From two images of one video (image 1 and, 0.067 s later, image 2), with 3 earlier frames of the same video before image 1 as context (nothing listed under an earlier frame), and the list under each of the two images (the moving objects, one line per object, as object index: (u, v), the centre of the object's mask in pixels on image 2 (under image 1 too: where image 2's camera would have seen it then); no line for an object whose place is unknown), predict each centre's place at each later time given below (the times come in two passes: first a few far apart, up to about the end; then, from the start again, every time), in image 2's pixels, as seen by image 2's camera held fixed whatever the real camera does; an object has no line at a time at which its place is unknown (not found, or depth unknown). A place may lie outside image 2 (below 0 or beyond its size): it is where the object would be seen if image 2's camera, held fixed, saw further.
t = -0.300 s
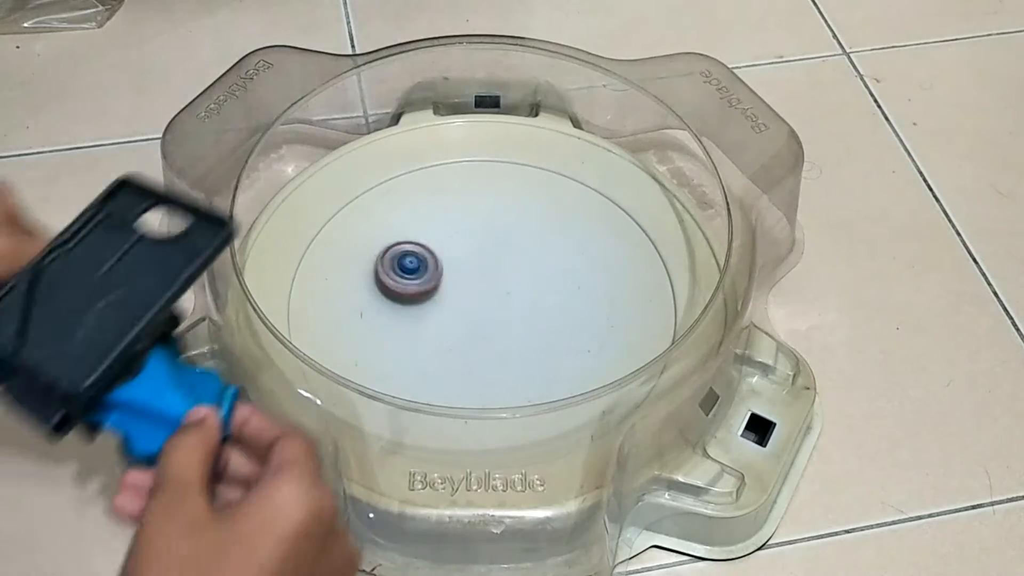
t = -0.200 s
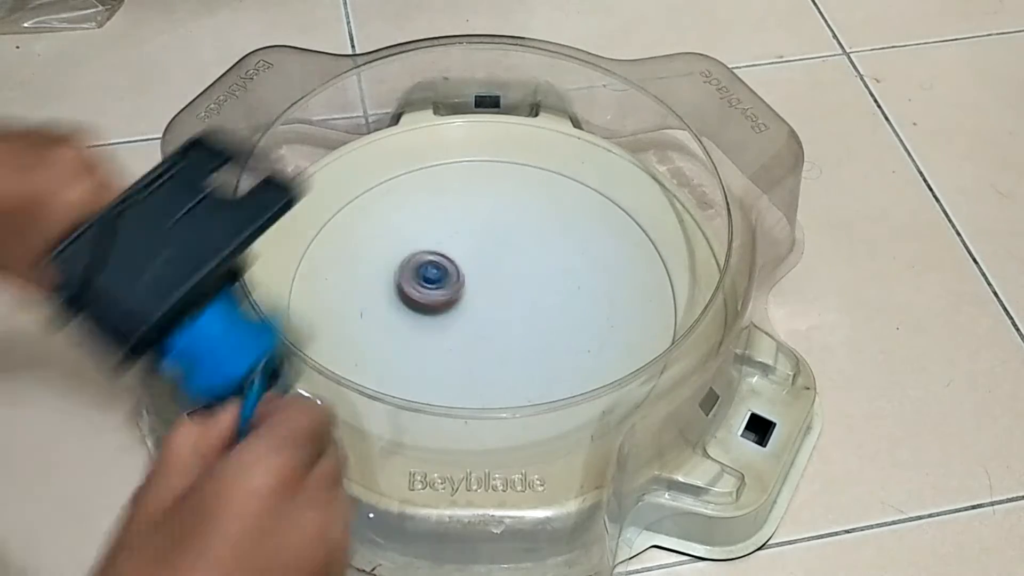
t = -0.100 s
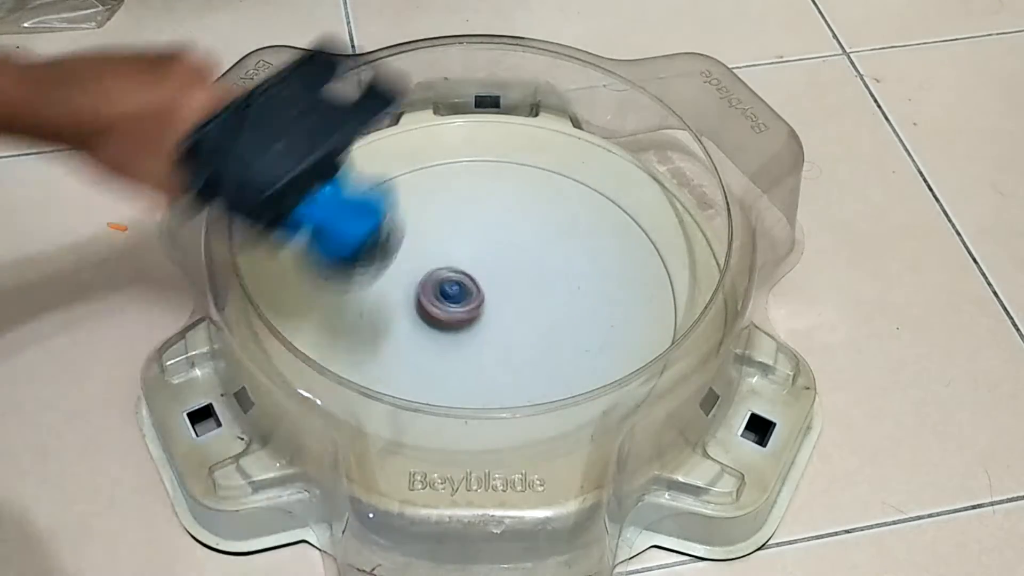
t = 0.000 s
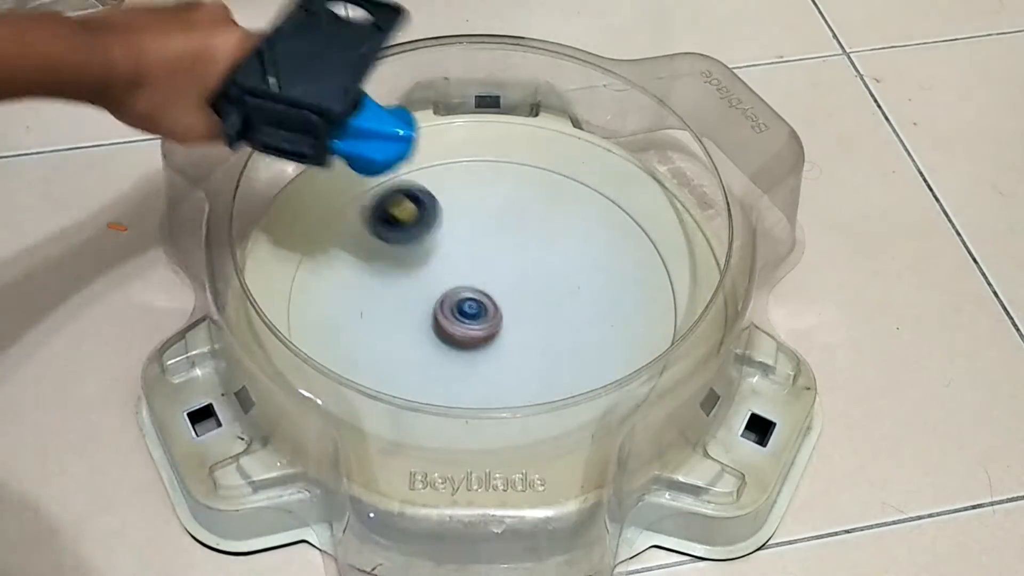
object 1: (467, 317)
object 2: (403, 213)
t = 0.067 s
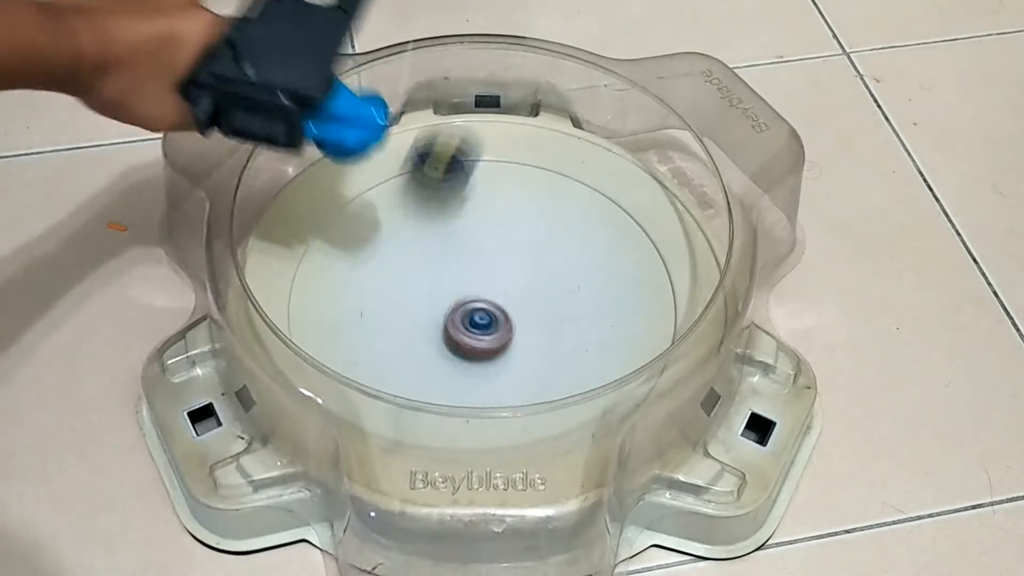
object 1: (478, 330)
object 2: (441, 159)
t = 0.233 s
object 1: (499, 355)
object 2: (542, 141)
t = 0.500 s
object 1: (486, 359)
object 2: (571, 321)
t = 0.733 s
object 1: (491, 311)
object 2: (471, 419)
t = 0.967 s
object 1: (519, 270)
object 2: (432, 352)
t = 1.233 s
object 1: (549, 280)
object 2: (466, 256)
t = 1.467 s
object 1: (542, 330)
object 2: (422, 255)
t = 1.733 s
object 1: (496, 358)
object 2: (393, 305)
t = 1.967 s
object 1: (467, 364)
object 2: (387, 320)
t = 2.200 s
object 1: (484, 329)
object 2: (404, 323)
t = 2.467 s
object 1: (516, 284)
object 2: (438, 312)
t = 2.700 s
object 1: (546, 277)
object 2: (436, 276)
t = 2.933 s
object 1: (507, 297)
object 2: (421, 268)
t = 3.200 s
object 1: (470, 313)
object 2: (404, 285)
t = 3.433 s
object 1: (472, 338)
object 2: (416, 277)
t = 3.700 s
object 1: (471, 346)
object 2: (462, 285)
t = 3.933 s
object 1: (471, 346)
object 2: (499, 255)
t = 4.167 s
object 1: (493, 314)
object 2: (493, 251)
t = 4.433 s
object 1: (515, 335)
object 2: (465, 223)
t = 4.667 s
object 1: (497, 327)
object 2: (453, 271)
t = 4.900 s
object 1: (495, 334)
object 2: (476, 274)
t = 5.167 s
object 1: (482, 324)
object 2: (519, 263)
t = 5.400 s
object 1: (467, 308)
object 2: (508, 255)
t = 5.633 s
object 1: (444, 304)
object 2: (508, 265)
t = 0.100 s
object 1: (482, 334)
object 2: (462, 123)
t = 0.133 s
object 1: (486, 339)
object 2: (488, 94)
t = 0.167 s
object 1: (491, 344)
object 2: (511, 84)
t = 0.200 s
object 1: (495, 349)
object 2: (525, 98)
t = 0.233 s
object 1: (499, 355)
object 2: (542, 141)
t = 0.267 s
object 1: (500, 360)
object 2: (553, 142)
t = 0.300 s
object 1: (501, 364)
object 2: (564, 155)
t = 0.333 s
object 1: (500, 367)
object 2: (570, 186)
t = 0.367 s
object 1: (497, 368)
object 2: (580, 220)
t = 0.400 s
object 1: (495, 368)
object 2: (583, 244)
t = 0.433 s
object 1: (491, 367)
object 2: (584, 269)
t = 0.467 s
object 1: (489, 364)
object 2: (579, 294)
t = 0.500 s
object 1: (486, 359)
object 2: (571, 321)
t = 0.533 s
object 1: (484, 353)
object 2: (561, 348)
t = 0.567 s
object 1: (483, 346)
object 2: (548, 368)
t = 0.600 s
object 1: (483, 339)
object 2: (532, 389)
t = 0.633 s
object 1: (484, 332)
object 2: (516, 404)
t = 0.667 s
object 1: (486, 325)
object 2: (500, 413)
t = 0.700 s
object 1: (488, 318)
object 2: (484, 419)
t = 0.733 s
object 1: (491, 311)
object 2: (471, 419)
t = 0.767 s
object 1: (494, 304)
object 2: (457, 417)
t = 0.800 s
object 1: (498, 297)
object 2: (446, 412)
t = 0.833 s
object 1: (502, 291)
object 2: (438, 404)
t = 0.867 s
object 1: (507, 285)
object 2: (433, 391)
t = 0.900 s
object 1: (511, 279)
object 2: (433, 374)
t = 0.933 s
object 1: (515, 274)
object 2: (431, 366)
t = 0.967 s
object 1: (519, 270)
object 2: (432, 352)
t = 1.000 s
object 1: (524, 267)
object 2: (435, 338)
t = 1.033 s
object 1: (530, 264)
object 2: (440, 323)
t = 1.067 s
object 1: (534, 263)
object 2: (445, 307)
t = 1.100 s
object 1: (538, 264)
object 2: (451, 294)
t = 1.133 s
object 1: (541, 266)
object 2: (458, 283)
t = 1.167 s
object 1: (542, 270)
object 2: (465, 272)
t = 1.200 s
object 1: (541, 273)
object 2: (472, 264)
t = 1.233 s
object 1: (549, 280)
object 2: (466, 256)
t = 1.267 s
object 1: (560, 289)
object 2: (455, 247)
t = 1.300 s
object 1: (563, 298)
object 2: (446, 242)
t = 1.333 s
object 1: (563, 305)
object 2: (438, 240)
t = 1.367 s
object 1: (560, 312)
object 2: (433, 240)
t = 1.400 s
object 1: (555, 319)
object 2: (429, 243)
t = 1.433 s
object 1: (549, 325)
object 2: (425, 248)
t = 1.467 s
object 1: (542, 330)
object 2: (422, 255)
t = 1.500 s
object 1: (533, 334)
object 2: (420, 263)
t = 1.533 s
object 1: (524, 338)
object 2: (420, 272)
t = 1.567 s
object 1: (515, 340)
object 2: (420, 281)
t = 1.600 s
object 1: (505, 342)
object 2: (420, 291)
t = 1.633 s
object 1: (495, 343)
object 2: (421, 301)
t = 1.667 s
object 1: (486, 344)
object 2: (422, 310)
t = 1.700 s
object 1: (492, 351)
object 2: (407, 309)
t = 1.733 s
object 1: (496, 358)
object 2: (393, 305)
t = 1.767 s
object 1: (498, 362)
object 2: (385, 304)
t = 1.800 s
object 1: (496, 365)
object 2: (379, 304)
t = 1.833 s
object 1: (491, 367)
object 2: (376, 305)
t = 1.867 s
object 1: (485, 369)
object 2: (376, 308)
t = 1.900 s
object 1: (479, 369)
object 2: (378, 311)
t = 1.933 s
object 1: (472, 367)
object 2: (382, 315)
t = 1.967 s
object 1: (467, 364)
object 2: (387, 320)
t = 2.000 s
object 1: (462, 359)
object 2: (393, 326)
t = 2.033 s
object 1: (465, 355)
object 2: (393, 327)
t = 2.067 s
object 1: (472, 351)
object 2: (391, 325)
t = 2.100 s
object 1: (476, 347)
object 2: (391, 324)
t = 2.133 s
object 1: (479, 341)
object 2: (394, 323)
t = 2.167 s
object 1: (482, 335)
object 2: (398, 322)
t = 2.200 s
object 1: (484, 329)
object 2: (404, 323)
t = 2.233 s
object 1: (486, 323)
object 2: (410, 323)
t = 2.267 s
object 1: (490, 316)
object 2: (416, 323)
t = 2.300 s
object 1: (493, 310)
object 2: (422, 323)
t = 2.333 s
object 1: (498, 305)
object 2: (427, 323)
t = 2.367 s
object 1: (503, 299)
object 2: (430, 322)
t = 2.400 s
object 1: (507, 294)
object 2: (433, 320)
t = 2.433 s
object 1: (512, 289)
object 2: (436, 317)
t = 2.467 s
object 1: (516, 284)
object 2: (438, 312)
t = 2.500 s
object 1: (521, 279)
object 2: (440, 307)
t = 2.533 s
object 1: (526, 276)
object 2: (440, 302)
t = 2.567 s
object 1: (532, 273)
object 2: (440, 297)
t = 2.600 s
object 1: (536, 272)
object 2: (440, 291)
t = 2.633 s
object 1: (542, 272)
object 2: (440, 286)
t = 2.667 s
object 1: (544, 274)
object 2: (438, 281)
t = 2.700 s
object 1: (546, 277)
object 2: (436, 276)
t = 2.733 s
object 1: (544, 279)
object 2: (434, 272)
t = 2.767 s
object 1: (542, 283)
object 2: (432, 269)
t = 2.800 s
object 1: (537, 287)
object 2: (429, 267)
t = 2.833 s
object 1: (531, 292)
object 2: (427, 266)
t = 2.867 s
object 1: (523, 294)
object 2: (424, 265)
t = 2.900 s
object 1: (515, 297)
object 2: (422, 266)
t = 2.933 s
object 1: (507, 297)
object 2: (421, 268)
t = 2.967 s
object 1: (499, 298)
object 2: (419, 270)
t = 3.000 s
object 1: (491, 298)
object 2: (418, 273)
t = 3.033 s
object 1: (484, 300)
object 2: (416, 276)
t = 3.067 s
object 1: (484, 303)
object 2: (407, 276)
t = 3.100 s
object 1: (481, 306)
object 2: (401, 277)
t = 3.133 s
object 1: (478, 308)
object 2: (400, 279)
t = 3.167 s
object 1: (473, 311)
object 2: (401, 282)
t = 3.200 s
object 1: (470, 313)
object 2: (404, 285)
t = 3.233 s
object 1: (470, 316)
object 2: (403, 284)
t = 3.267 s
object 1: (470, 319)
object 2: (404, 284)
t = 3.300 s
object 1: (469, 322)
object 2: (407, 285)
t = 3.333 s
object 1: (468, 325)
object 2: (411, 286)
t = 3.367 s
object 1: (470, 330)
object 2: (412, 282)
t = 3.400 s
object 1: (472, 335)
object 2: (413, 279)
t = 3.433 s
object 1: (472, 338)
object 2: (416, 277)
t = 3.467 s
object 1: (474, 342)
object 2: (421, 276)
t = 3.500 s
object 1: (474, 345)
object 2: (427, 277)
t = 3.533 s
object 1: (474, 347)
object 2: (433, 278)
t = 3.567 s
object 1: (473, 348)
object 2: (440, 280)
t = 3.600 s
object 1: (473, 349)
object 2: (445, 283)
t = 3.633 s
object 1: (472, 349)
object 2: (451, 285)
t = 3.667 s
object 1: (472, 348)
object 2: (456, 285)
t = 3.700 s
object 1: (471, 346)
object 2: (462, 285)
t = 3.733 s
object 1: (471, 349)
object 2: (470, 282)
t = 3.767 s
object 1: (470, 351)
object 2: (476, 276)
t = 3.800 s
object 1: (470, 352)
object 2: (483, 271)
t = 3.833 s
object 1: (470, 351)
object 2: (488, 266)
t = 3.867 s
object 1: (470, 351)
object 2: (493, 262)
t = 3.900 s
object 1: (470, 348)
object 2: (497, 258)
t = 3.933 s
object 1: (471, 346)
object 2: (499, 255)
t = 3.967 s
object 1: (471, 342)
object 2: (501, 253)
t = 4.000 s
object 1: (473, 338)
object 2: (501, 252)
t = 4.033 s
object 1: (475, 333)
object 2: (501, 251)
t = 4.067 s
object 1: (479, 328)
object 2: (500, 250)
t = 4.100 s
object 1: (483, 323)
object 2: (498, 251)
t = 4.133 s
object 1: (487, 319)
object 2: (496, 251)
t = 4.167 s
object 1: (493, 314)
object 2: (493, 251)
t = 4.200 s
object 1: (497, 312)
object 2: (491, 251)
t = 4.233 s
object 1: (503, 318)
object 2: (489, 242)
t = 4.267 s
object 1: (506, 322)
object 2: (486, 234)
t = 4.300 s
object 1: (510, 325)
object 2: (484, 228)
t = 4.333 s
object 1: (513, 327)
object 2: (480, 224)
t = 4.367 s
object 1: (515, 331)
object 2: (476, 222)
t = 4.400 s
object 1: (516, 332)
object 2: (471, 222)
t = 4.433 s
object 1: (515, 335)
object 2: (465, 223)
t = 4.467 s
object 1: (514, 336)
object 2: (460, 228)
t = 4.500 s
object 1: (512, 336)
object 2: (457, 232)
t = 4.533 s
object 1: (510, 336)
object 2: (454, 240)
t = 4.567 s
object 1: (507, 335)
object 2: (452, 248)
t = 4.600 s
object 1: (505, 333)
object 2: (451, 255)
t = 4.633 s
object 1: (500, 330)
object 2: (451, 263)
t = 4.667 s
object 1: (497, 327)
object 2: (453, 271)
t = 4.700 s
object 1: (496, 327)
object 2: (455, 276)
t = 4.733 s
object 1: (498, 331)
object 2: (454, 274)
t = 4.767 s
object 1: (498, 332)
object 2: (454, 272)
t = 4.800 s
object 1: (498, 332)
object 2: (457, 271)
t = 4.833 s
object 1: (497, 332)
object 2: (462, 273)
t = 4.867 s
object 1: (495, 331)
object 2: (469, 274)
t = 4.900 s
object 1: (495, 334)
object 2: (476, 274)
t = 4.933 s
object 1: (494, 336)
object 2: (484, 273)
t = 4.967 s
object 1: (493, 338)
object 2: (492, 273)
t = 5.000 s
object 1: (491, 338)
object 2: (500, 272)
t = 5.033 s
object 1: (489, 337)
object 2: (506, 271)
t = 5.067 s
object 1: (487, 334)
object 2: (512, 270)
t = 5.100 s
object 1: (486, 331)
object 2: (516, 268)
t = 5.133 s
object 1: (484, 328)
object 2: (518, 266)
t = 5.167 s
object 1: (482, 324)
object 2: (519, 263)
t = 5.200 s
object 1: (481, 320)
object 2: (517, 262)
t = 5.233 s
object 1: (480, 315)
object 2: (515, 261)
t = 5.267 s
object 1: (478, 314)
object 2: (514, 258)
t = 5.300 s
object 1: (473, 314)
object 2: (514, 256)
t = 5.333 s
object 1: (471, 313)
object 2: (512, 254)
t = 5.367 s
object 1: (468, 310)
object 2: (510, 254)
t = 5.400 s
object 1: (467, 308)
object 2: (508, 255)
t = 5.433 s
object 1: (463, 307)
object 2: (507, 256)
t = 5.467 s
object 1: (457, 308)
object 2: (510, 254)
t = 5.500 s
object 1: (453, 308)
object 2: (511, 254)
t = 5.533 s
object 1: (450, 308)
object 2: (512, 255)
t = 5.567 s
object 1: (447, 306)
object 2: (512, 257)
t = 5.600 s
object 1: (444, 305)
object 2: (510, 261)
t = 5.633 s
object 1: (444, 304)
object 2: (508, 265)
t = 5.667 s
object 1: (444, 302)
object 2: (506, 269)
